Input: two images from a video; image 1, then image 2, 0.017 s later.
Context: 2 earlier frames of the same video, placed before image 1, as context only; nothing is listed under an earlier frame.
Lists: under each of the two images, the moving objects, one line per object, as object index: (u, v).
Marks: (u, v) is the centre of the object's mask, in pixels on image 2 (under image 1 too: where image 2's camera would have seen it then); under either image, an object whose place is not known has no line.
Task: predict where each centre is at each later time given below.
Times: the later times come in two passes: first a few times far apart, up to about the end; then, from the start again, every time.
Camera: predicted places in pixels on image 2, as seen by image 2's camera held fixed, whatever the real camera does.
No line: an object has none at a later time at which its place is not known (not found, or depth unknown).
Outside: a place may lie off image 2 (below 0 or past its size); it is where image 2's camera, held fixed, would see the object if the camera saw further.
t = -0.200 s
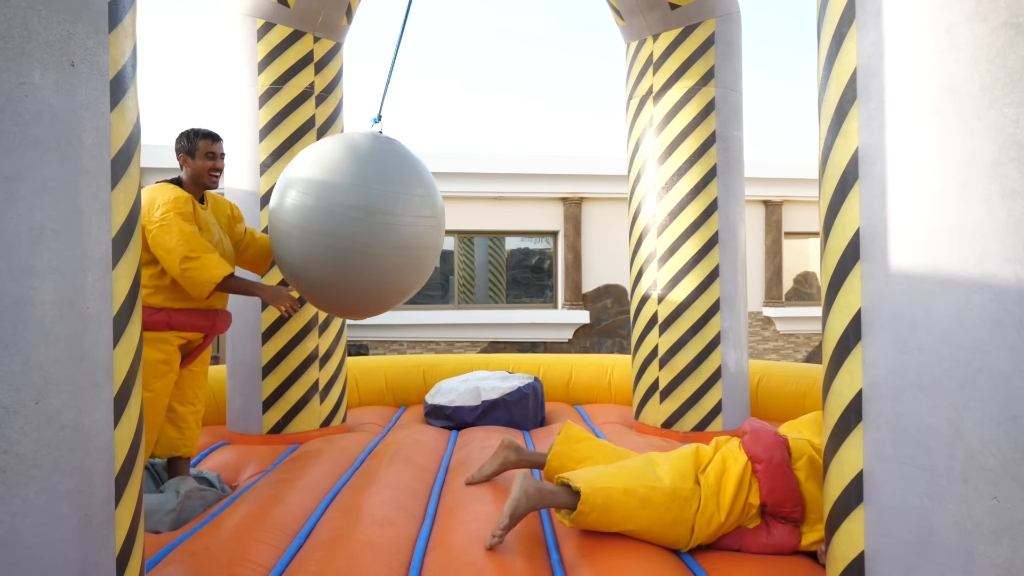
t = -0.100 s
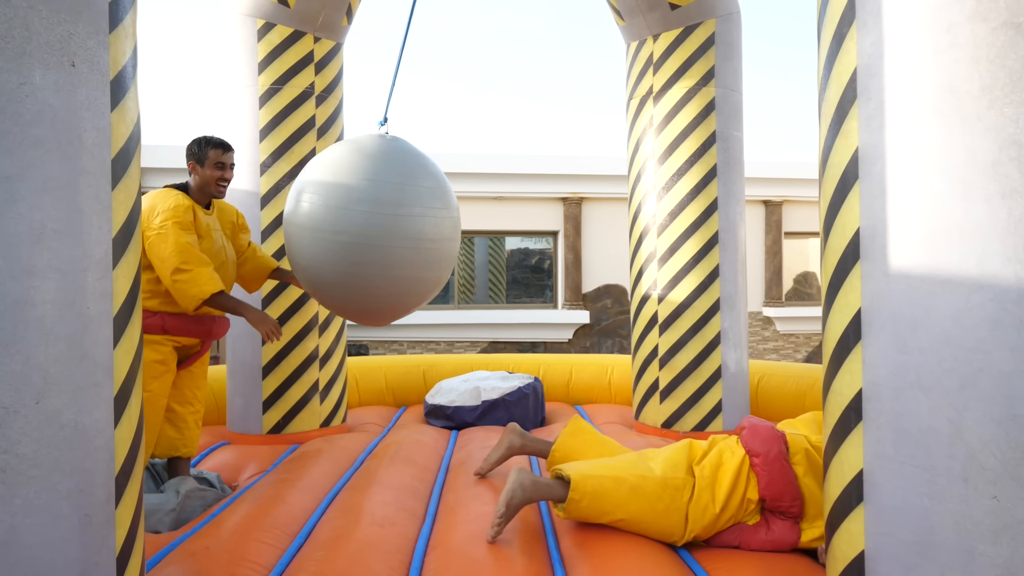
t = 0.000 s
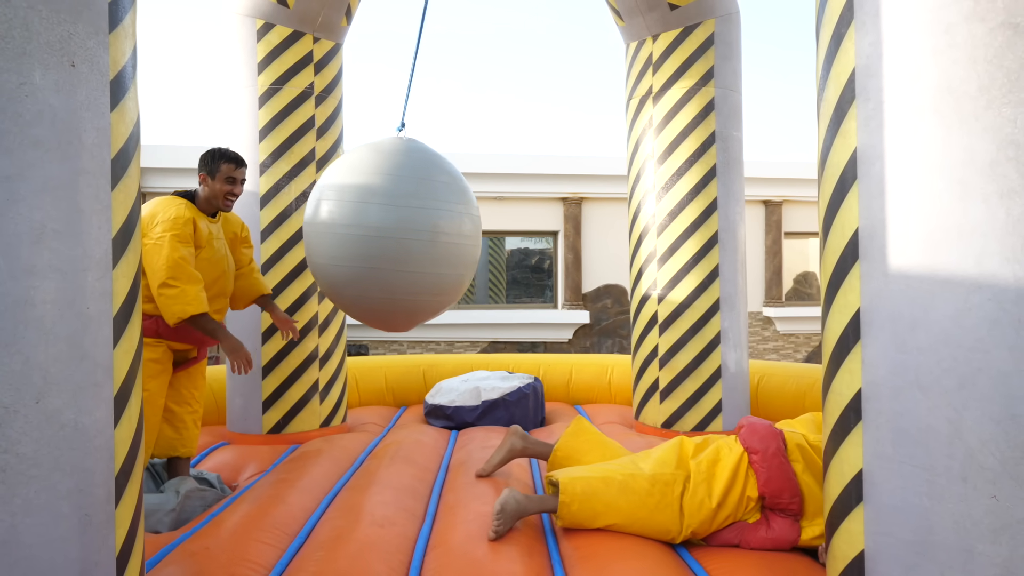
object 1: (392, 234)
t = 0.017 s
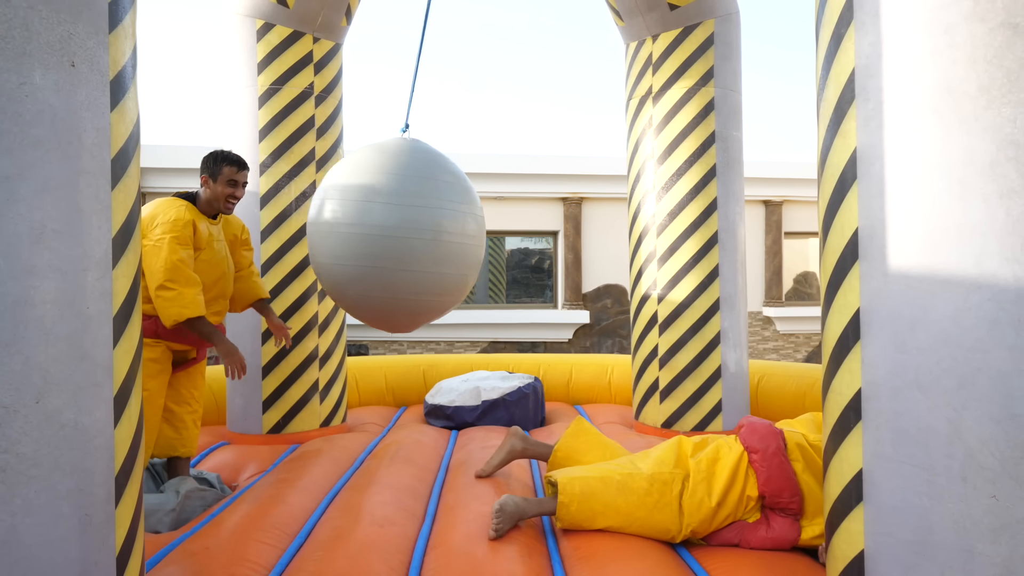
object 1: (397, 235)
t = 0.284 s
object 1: (470, 239)
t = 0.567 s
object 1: (552, 232)
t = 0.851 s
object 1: (614, 213)
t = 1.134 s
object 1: (637, 208)
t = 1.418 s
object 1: (607, 216)
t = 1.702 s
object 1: (539, 236)
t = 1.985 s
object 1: (458, 242)
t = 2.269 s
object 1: (391, 232)
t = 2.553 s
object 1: (353, 225)
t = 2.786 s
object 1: (350, 223)
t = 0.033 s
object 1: (400, 235)
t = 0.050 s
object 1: (405, 236)
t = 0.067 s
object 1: (409, 237)
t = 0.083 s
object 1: (413, 238)
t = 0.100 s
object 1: (418, 238)
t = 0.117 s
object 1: (422, 239)
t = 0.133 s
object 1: (427, 239)
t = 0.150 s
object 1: (431, 240)
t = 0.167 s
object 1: (436, 240)
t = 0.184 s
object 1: (441, 240)
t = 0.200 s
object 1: (446, 240)
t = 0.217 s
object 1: (450, 240)
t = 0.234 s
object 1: (455, 240)
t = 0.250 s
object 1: (460, 240)
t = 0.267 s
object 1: (465, 240)
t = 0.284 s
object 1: (470, 239)
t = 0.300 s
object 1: (475, 239)
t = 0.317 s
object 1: (480, 239)
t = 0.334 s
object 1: (485, 239)
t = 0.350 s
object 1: (490, 238)
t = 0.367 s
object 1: (495, 238)
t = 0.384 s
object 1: (500, 238)
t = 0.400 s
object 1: (504, 237)
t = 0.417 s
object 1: (509, 237)
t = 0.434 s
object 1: (514, 236)
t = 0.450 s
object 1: (519, 236)
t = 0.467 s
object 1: (524, 236)
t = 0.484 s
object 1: (529, 235)
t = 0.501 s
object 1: (534, 235)
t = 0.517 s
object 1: (538, 234)
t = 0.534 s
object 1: (543, 234)
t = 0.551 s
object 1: (548, 233)
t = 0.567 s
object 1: (552, 232)
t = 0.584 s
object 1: (557, 231)
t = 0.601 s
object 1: (561, 231)
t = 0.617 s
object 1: (565, 229)
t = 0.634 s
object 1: (569, 228)
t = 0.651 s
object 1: (573, 227)
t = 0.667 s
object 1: (577, 226)
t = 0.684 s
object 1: (581, 225)
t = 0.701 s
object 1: (585, 223)
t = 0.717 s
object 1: (589, 222)
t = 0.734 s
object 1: (592, 221)
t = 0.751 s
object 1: (596, 220)
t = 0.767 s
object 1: (599, 218)
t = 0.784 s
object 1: (602, 217)
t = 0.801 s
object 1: (606, 216)
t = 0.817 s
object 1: (609, 215)
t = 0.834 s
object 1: (611, 214)
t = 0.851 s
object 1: (614, 213)
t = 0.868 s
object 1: (617, 212)
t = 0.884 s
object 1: (619, 211)
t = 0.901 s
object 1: (622, 211)
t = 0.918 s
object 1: (624, 210)
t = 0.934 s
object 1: (626, 209)
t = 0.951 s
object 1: (628, 209)
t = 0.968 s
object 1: (629, 209)
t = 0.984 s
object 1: (631, 208)
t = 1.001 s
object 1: (632, 208)
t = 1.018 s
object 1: (633, 208)
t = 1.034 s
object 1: (634, 207)
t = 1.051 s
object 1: (635, 207)
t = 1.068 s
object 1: (636, 208)
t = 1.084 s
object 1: (636, 208)
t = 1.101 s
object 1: (637, 208)
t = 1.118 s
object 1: (637, 208)
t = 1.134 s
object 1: (637, 208)
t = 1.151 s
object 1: (637, 209)
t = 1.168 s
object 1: (636, 209)
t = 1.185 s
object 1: (636, 209)
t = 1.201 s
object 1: (635, 209)
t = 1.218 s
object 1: (634, 210)
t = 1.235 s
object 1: (632, 210)
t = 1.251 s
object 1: (631, 210)
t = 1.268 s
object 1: (629, 210)
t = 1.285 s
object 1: (627, 210)
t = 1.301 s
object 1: (625, 211)
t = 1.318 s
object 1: (623, 211)
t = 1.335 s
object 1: (621, 212)
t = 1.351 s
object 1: (618, 212)
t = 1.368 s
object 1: (616, 213)
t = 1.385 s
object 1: (613, 214)
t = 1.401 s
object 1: (610, 215)
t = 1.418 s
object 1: (607, 216)
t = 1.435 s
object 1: (604, 217)
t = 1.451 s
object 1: (601, 218)
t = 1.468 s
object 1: (597, 219)
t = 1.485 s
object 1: (594, 221)
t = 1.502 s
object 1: (590, 222)
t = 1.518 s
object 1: (586, 223)
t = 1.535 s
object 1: (582, 225)
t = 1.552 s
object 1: (578, 226)
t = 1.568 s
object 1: (574, 227)
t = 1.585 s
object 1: (570, 229)
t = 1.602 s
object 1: (566, 230)
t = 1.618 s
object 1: (562, 231)
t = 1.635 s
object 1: (557, 232)
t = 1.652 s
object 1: (553, 233)
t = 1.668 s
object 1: (548, 234)
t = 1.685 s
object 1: (544, 235)
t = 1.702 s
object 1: (539, 236)
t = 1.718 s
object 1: (534, 237)
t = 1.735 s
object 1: (529, 237)
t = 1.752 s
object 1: (525, 238)
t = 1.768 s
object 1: (520, 239)
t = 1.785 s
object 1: (515, 239)
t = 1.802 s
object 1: (510, 240)
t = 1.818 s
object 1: (505, 240)
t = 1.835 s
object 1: (500, 240)
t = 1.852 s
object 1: (495, 241)
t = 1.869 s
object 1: (491, 241)
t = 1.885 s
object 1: (486, 241)
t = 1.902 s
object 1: (481, 242)
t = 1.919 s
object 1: (476, 242)
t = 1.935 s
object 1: (471, 242)
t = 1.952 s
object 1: (467, 242)
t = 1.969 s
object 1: (462, 242)
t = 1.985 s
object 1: (458, 242)
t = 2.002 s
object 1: (453, 242)
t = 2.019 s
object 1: (449, 242)
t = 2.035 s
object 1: (444, 242)
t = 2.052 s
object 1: (440, 242)
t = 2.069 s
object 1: (436, 241)
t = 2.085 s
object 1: (432, 241)
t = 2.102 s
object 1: (428, 240)
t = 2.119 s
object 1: (424, 240)
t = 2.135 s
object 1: (420, 239)
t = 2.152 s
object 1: (416, 238)
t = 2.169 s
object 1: (412, 238)
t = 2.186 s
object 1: (408, 237)
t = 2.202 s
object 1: (405, 236)
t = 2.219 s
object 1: (401, 235)
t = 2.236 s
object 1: (398, 234)
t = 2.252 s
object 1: (394, 233)
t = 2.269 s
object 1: (391, 232)
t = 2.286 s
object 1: (388, 231)
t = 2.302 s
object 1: (385, 231)
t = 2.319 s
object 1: (382, 230)
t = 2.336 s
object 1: (379, 229)
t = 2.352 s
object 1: (377, 228)
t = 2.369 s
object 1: (374, 228)
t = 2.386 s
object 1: (371, 227)
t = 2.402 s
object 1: (369, 227)
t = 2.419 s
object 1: (367, 227)
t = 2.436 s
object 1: (365, 226)
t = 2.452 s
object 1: (363, 226)
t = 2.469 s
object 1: (361, 226)
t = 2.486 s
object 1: (359, 226)
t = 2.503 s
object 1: (358, 225)
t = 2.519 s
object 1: (356, 225)
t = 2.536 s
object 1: (355, 225)
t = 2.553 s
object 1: (353, 225)
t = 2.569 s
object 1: (352, 225)
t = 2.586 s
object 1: (351, 225)
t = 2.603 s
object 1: (351, 224)
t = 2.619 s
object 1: (350, 224)
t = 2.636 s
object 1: (349, 224)
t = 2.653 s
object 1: (349, 224)
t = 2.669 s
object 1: (349, 224)
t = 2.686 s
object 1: (348, 223)
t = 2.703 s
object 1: (348, 223)
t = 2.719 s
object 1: (348, 223)
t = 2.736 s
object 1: (349, 223)
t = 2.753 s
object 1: (349, 223)
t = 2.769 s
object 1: (349, 223)
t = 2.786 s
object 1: (350, 223)
